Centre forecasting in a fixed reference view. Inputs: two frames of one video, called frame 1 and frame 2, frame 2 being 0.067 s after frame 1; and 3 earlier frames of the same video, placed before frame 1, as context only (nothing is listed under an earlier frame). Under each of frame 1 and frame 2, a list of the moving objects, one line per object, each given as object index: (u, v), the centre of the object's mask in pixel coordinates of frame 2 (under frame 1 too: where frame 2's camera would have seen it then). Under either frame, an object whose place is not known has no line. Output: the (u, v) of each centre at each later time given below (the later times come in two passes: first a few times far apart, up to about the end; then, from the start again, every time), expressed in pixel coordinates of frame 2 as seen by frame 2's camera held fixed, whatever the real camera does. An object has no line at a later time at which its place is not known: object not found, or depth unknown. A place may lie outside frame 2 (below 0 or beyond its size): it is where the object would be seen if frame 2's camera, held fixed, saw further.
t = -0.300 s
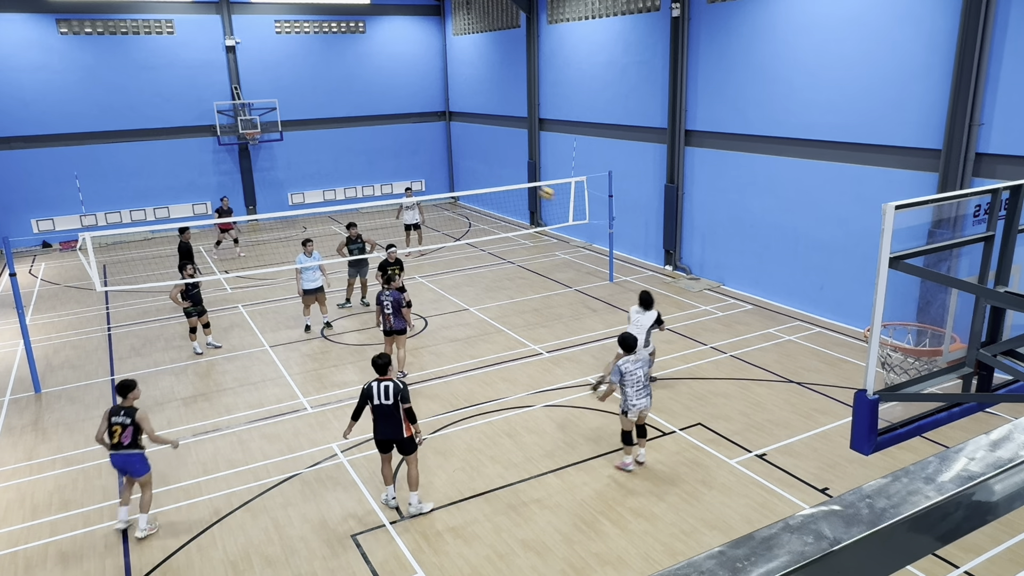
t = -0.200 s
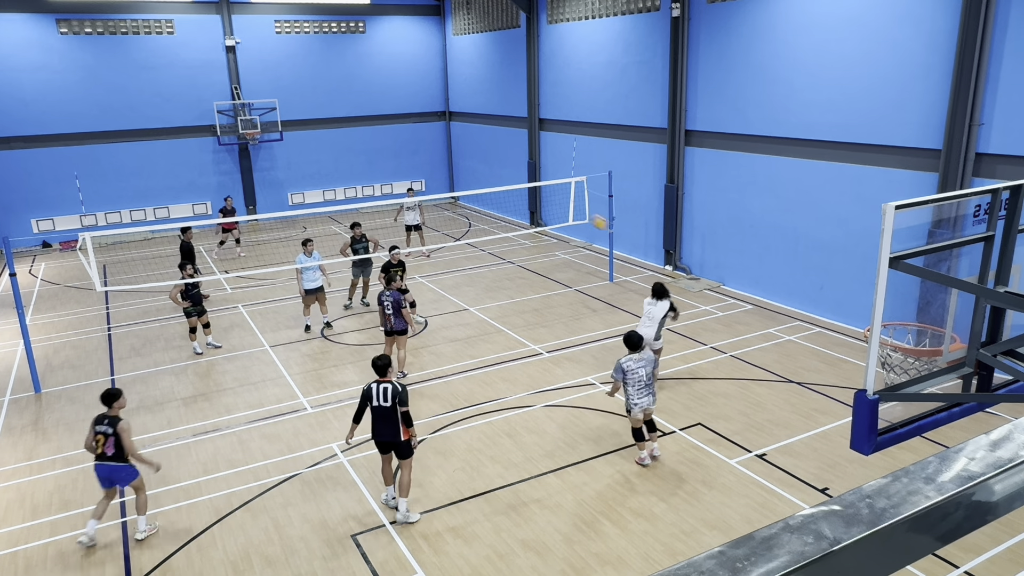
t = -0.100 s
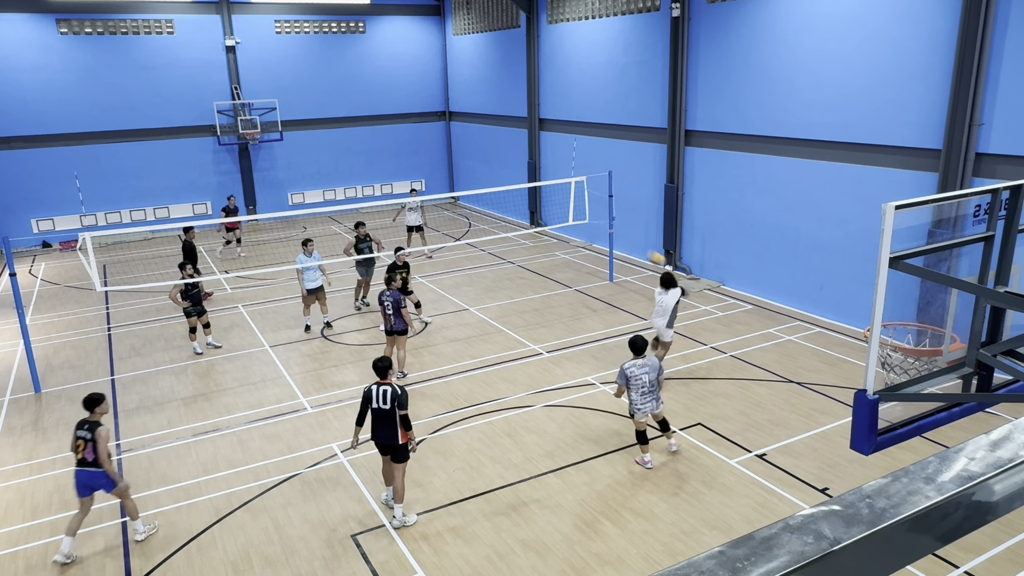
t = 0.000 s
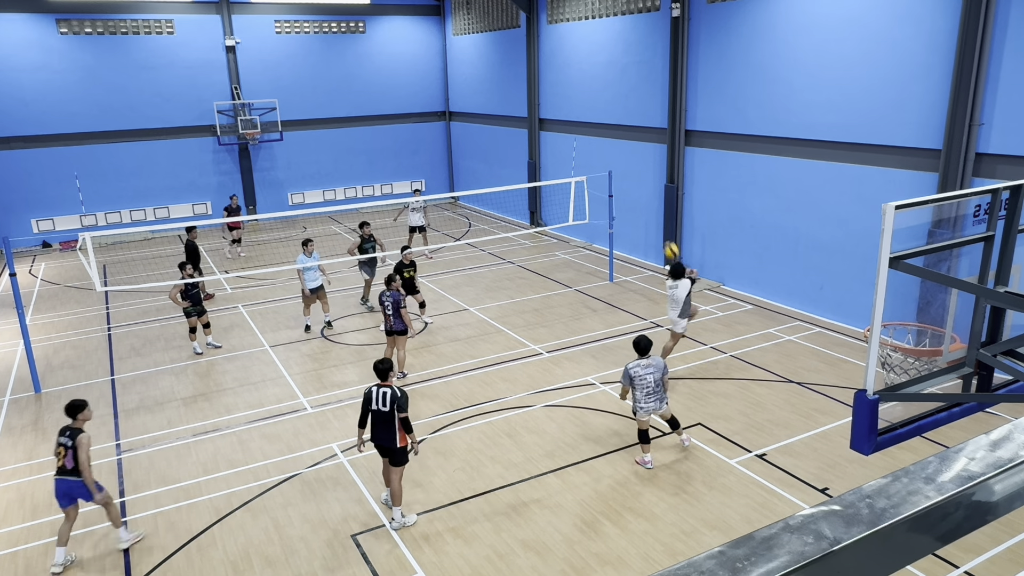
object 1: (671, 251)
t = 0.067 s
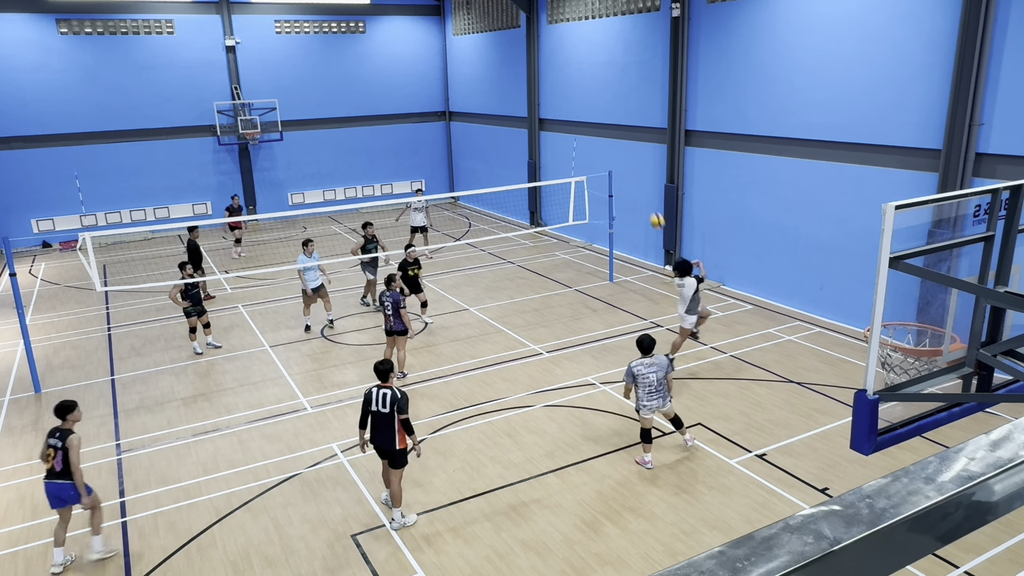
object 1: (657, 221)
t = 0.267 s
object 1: (614, 152)
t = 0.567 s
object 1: (553, 99)
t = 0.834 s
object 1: (504, 102)
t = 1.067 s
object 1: (466, 139)
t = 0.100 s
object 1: (650, 207)
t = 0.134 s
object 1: (643, 194)
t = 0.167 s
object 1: (636, 182)
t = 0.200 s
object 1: (629, 171)
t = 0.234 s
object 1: (622, 161)
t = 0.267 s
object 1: (614, 152)
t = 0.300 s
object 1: (607, 143)
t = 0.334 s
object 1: (600, 134)
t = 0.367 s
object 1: (593, 128)
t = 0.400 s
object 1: (587, 121)
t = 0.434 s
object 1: (580, 115)
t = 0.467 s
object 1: (573, 110)
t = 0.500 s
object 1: (567, 106)
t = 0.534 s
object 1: (560, 102)
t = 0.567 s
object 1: (553, 99)
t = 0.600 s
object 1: (546, 97)
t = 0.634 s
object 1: (540, 96)
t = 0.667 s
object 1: (534, 95)
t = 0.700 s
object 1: (528, 95)
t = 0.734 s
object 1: (522, 96)
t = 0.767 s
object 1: (516, 97)
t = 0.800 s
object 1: (510, 99)
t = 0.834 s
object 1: (504, 102)
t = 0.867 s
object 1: (498, 105)
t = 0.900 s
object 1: (492, 110)
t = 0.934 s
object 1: (487, 115)
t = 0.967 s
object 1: (482, 120)
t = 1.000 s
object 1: (477, 125)
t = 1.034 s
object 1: (471, 133)
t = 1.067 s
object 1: (466, 139)
